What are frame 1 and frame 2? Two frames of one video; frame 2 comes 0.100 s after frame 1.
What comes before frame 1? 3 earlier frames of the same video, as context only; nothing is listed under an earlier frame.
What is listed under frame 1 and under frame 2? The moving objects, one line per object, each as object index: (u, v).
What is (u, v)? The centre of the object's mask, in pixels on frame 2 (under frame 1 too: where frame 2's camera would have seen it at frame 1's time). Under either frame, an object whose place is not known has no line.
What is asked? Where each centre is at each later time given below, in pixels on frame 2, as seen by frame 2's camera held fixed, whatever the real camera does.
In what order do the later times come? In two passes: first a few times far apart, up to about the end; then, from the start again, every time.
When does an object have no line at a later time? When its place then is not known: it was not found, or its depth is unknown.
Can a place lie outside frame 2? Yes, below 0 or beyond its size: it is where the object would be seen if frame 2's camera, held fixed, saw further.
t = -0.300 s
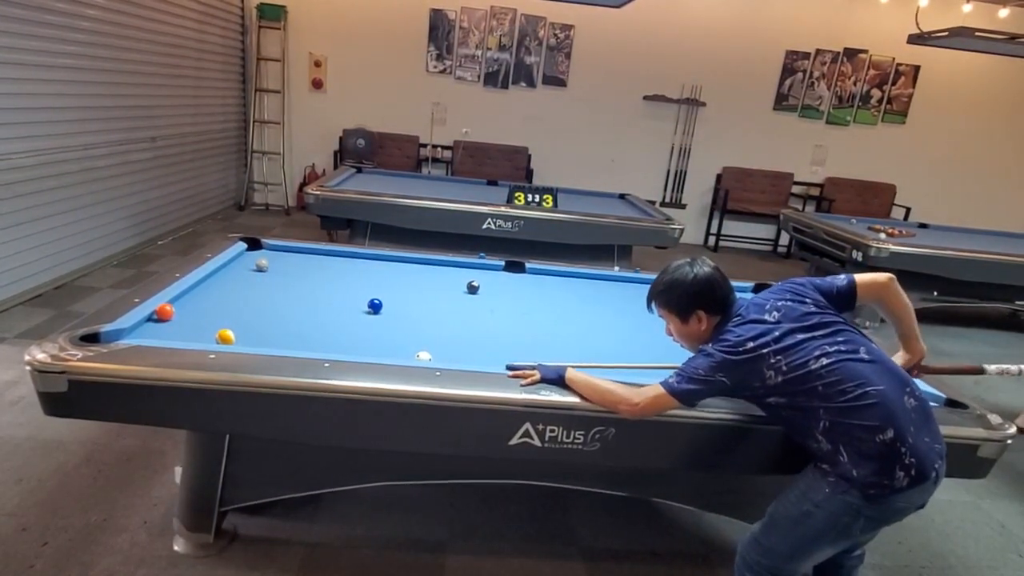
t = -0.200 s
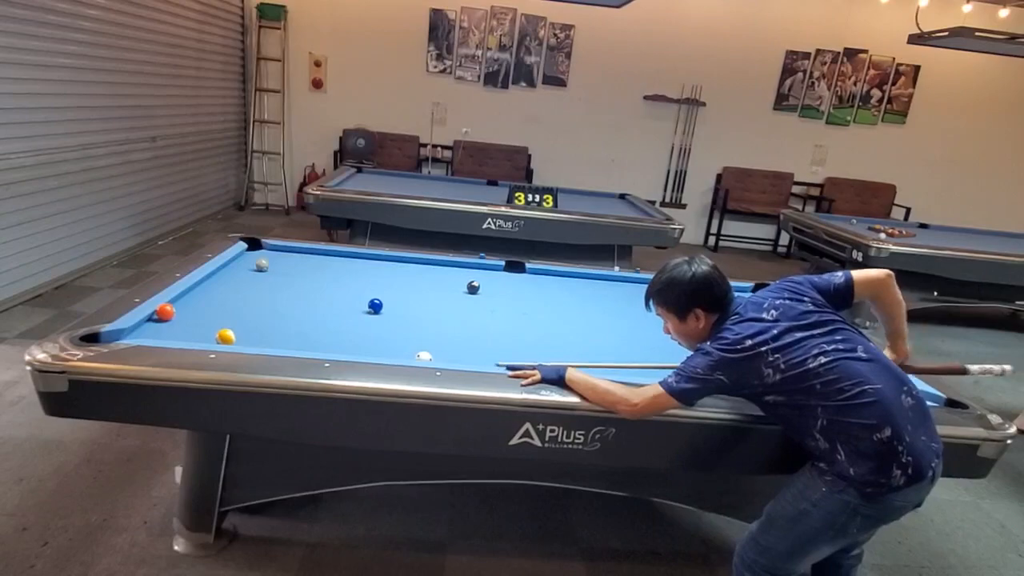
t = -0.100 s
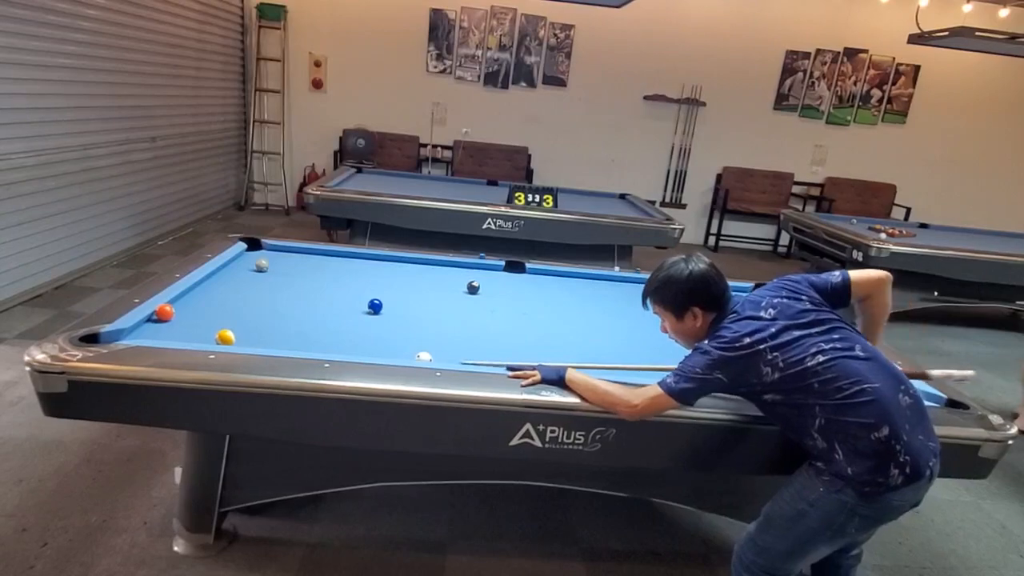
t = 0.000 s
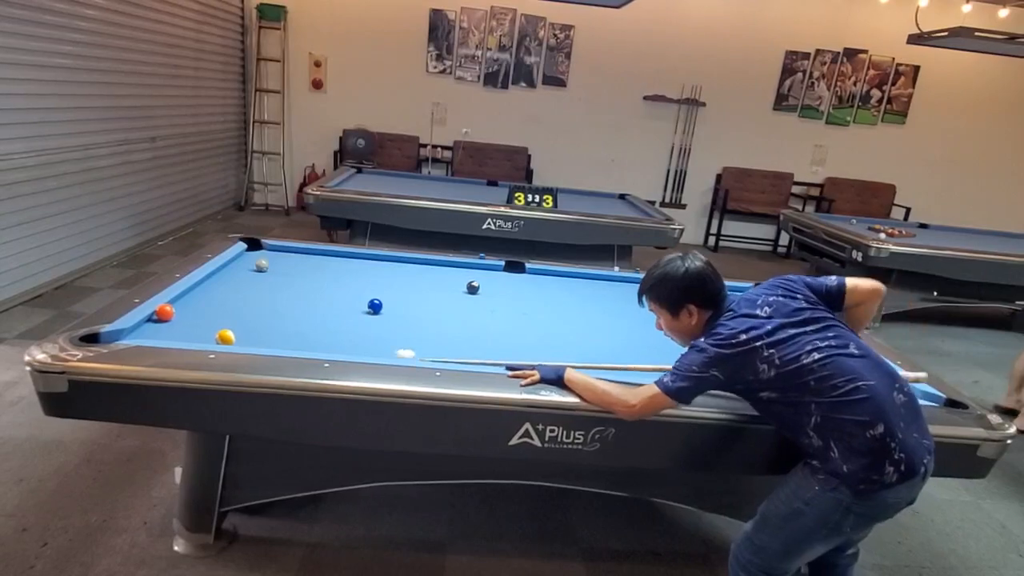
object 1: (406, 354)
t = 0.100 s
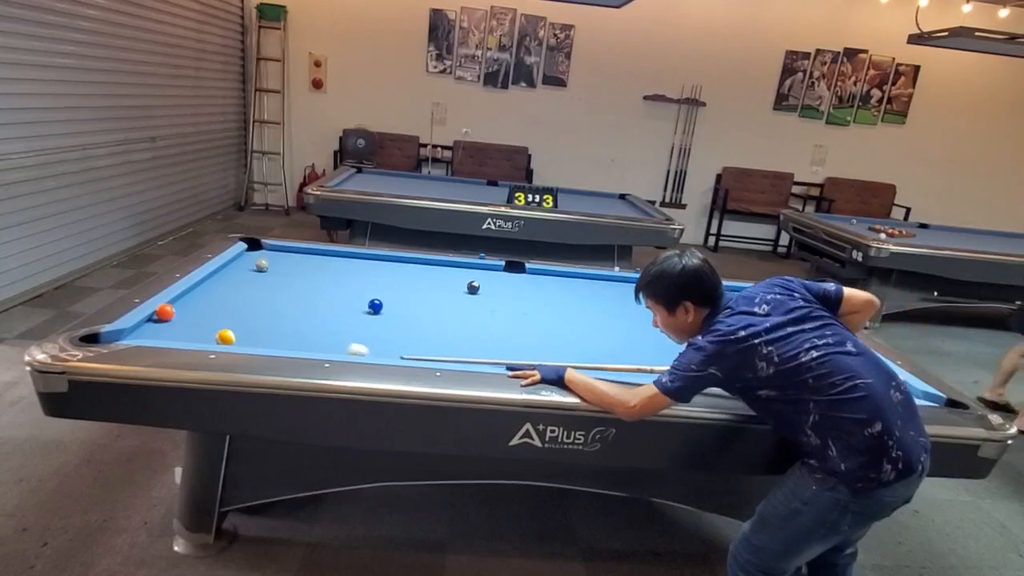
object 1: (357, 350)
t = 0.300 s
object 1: (280, 341)
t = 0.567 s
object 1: (237, 334)
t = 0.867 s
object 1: (216, 324)
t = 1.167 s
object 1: (198, 317)
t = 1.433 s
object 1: (184, 311)
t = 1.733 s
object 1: (181, 304)
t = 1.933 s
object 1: (183, 302)
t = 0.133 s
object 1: (344, 348)
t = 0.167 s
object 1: (330, 347)
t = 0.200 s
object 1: (317, 346)
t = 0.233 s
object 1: (304, 344)
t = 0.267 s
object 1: (292, 342)
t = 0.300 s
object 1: (280, 341)
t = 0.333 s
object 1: (267, 340)
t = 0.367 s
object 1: (254, 339)
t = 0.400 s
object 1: (245, 338)
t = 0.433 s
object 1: (245, 338)
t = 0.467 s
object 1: (243, 337)
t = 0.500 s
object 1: (241, 336)
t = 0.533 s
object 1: (239, 335)
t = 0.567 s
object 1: (237, 334)
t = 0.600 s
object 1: (234, 332)
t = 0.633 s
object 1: (232, 332)
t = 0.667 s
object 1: (230, 331)
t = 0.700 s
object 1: (227, 329)
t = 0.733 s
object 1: (225, 328)
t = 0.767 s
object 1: (222, 327)
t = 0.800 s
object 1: (220, 326)
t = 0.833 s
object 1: (218, 325)
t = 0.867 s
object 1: (216, 324)
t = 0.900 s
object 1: (214, 323)
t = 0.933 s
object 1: (212, 322)
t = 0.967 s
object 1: (209, 322)
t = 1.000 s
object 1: (208, 321)
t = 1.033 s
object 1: (206, 320)
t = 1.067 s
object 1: (203, 319)
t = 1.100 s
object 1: (202, 318)
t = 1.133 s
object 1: (200, 318)
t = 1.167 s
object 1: (198, 317)
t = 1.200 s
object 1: (196, 316)
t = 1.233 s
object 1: (194, 315)
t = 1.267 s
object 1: (192, 314)
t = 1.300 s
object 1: (190, 313)
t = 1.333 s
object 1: (188, 313)
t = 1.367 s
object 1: (186, 312)
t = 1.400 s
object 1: (184, 311)
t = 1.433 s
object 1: (184, 311)
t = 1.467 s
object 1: (183, 310)
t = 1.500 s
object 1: (183, 309)
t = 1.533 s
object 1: (182, 308)
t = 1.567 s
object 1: (182, 307)
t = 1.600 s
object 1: (182, 307)
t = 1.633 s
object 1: (182, 306)
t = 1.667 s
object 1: (181, 305)
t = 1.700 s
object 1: (181, 304)
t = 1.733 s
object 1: (181, 304)
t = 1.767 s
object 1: (180, 303)
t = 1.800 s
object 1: (180, 303)
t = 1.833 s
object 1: (180, 302)
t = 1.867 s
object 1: (181, 302)
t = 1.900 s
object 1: (182, 302)
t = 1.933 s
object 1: (183, 302)
